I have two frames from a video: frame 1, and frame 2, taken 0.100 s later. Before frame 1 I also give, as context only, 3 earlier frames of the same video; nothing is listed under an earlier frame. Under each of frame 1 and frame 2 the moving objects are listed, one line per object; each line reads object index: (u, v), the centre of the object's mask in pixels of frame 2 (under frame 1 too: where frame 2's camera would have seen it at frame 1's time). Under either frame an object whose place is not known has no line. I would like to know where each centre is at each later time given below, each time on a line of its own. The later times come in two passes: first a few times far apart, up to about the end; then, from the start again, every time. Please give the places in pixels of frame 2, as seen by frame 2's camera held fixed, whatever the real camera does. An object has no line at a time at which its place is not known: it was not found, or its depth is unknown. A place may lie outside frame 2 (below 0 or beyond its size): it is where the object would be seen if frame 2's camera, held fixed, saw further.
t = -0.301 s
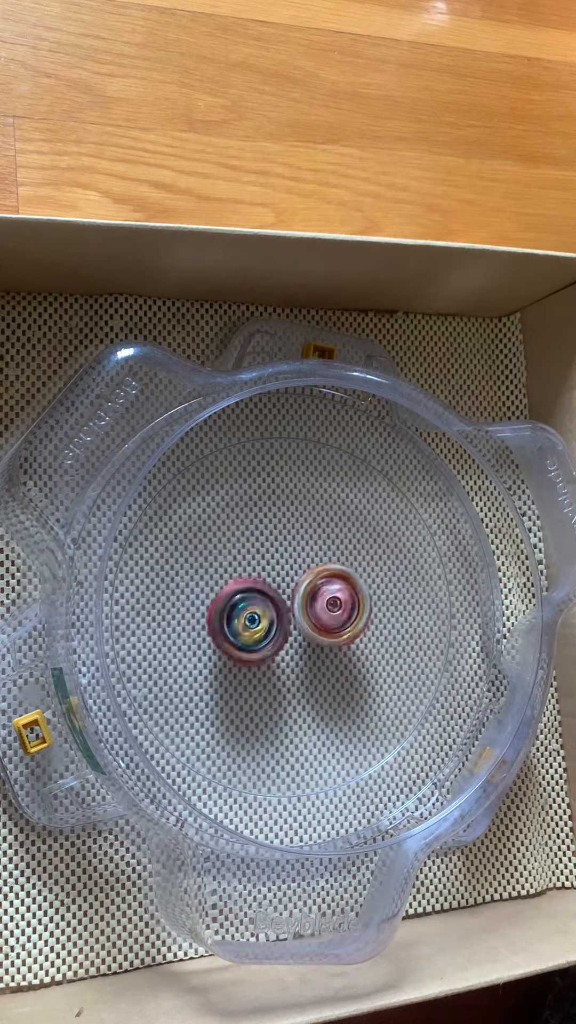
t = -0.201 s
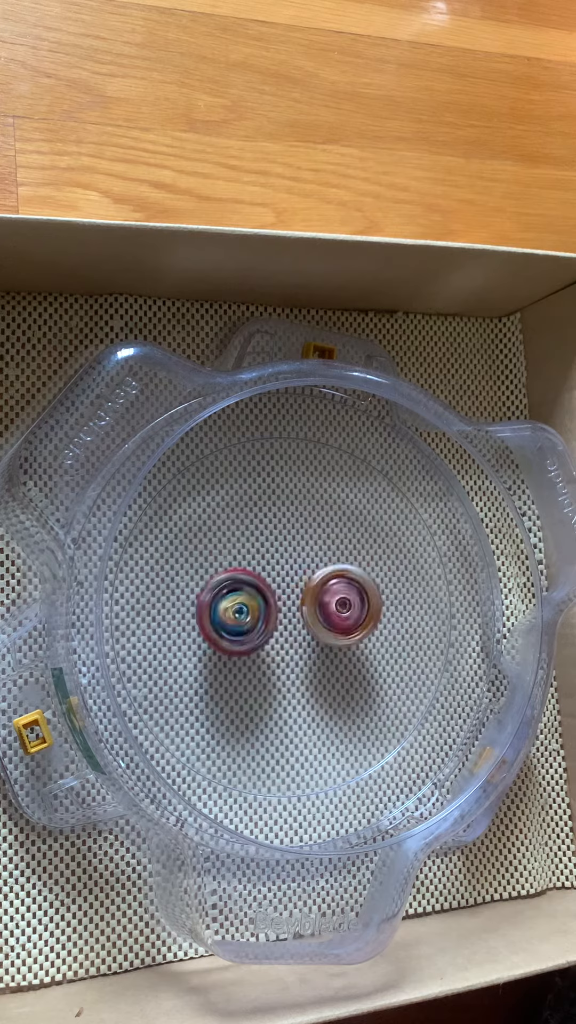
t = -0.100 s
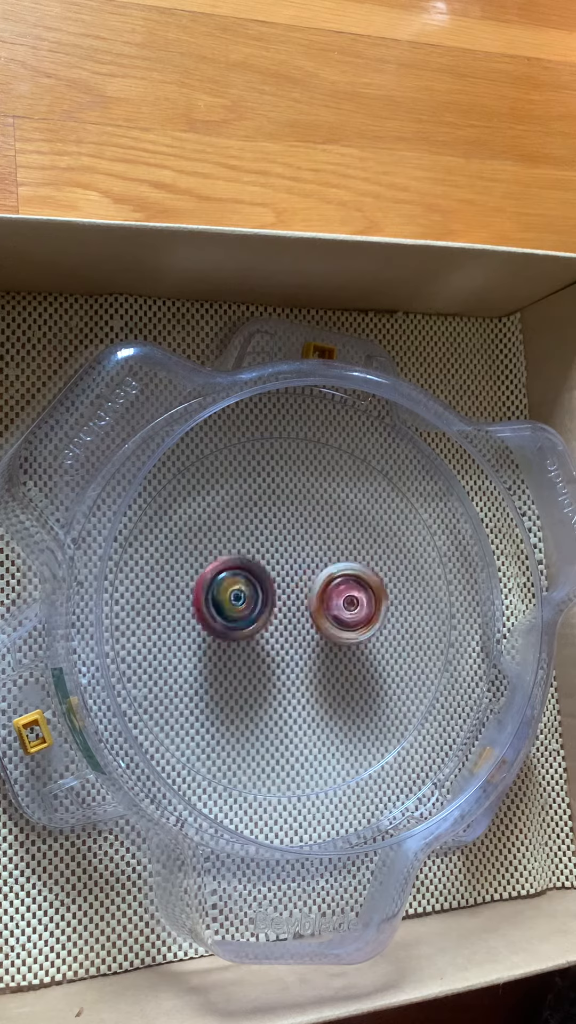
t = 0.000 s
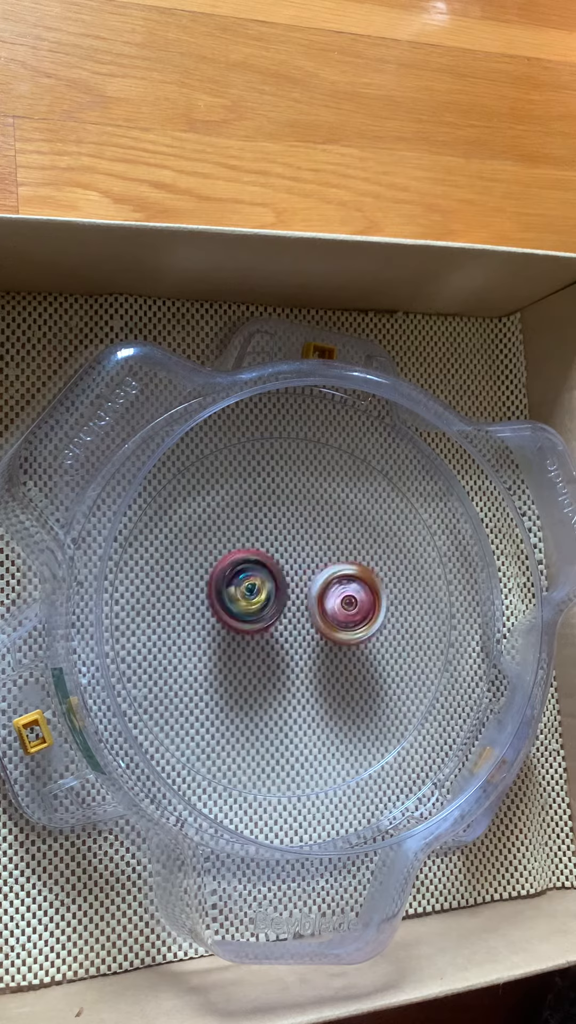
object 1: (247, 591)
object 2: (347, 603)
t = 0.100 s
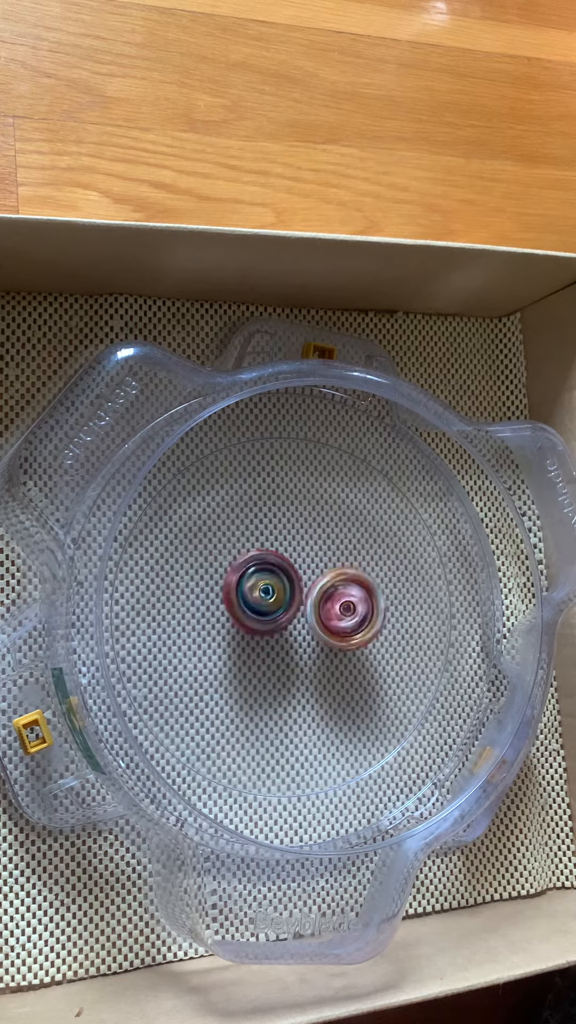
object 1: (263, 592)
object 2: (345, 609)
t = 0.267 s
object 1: (266, 598)
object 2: (351, 622)
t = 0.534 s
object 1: (264, 609)
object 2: (345, 639)
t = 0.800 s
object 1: (263, 608)
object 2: (340, 642)
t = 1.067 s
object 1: (261, 589)
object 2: (340, 631)
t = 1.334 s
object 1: (257, 564)
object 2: (355, 630)
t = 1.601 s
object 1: (265, 586)
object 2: (354, 632)
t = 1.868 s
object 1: (250, 606)
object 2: (345, 635)
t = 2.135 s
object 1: (259, 625)
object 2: (342, 619)
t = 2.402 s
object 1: (267, 625)
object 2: (352, 600)
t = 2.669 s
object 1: (280, 628)
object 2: (358, 596)
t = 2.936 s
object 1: (266, 621)
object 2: (346, 599)
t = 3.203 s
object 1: (248, 613)
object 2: (336, 598)
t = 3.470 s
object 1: (254, 603)
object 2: (336, 601)
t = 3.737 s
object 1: (237, 616)
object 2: (333, 608)
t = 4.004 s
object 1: (252, 626)
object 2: (324, 600)
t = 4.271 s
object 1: (257, 628)
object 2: (338, 585)
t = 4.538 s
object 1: (253, 621)
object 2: (332, 599)
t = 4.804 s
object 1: (255, 613)
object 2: (338, 613)
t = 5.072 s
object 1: (254, 596)
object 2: (330, 613)
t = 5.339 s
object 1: (234, 608)
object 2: (332, 610)
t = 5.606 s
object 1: (254, 619)
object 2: (333, 611)
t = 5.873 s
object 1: (251, 620)
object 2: (329, 595)
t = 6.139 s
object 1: (255, 624)
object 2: (329, 595)
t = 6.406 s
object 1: (256, 631)
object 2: (327, 614)
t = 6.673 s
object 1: (255, 643)
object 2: (324, 626)
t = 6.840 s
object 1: (255, 636)
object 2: (324, 625)
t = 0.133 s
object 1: (263, 593)
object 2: (347, 610)
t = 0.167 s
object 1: (265, 593)
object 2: (347, 613)
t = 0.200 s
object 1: (266, 595)
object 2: (348, 615)
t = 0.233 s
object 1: (267, 597)
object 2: (348, 618)
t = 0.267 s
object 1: (266, 598)
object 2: (351, 622)
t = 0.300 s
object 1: (265, 600)
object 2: (351, 624)
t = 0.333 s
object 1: (264, 601)
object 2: (352, 625)
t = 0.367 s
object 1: (263, 602)
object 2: (352, 628)
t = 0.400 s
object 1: (264, 604)
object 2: (351, 631)
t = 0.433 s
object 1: (264, 605)
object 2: (350, 633)
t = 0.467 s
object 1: (265, 606)
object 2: (348, 635)
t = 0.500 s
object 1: (266, 607)
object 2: (346, 636)
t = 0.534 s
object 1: (264, 609)
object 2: (345, 639)
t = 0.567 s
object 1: (264, 609)
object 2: (345, 639)
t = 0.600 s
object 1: (263, 610)
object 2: (344, 640)
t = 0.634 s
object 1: (263, 610)
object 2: (342, 640)
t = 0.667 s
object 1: (262, 610)
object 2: (341, 641)
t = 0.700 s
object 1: (262, 610)
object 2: (341, 642)
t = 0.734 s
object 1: (262, 609)
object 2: (341, 642)
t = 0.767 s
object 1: (261, 609)
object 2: (341, 642)
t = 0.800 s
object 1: (263, 608)
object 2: (340, 642)
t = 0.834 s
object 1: (262, 606)
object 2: (340, 642)
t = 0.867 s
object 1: (258, 605)
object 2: (341, 643)
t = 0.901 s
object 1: (258, 602)
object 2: (343, 641)
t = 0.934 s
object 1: (256, 599)
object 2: (345, 641)
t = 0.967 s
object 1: (257, 596)
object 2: (346, 640)
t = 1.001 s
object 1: (257, 593)
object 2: (345, 637)
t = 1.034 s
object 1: (258, 592)
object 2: (343, 635)
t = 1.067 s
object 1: (261, 589)
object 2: (340, 631)
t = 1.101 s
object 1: (263, 589)
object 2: (337, 629)
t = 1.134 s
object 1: (258, 584)
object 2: (343, 632)
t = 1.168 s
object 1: (254, 579)
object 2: (348, 634)
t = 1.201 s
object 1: (253, 574)
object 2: (351, 634)
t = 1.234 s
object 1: (253, 570)
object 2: (353, 634)
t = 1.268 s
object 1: (251, 567)
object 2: (355, 633)
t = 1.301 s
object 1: (255, 565)
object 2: (356, 632)
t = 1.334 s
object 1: (257, 564)
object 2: (355, 630)
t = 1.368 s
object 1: (259, 565)
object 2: (355, 629)
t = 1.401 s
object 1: (264, 567)
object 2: (354, 628)
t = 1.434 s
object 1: (266, 568)
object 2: (350, 624)
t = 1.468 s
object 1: (271, 574)
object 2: (347, 621)
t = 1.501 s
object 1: (275, 578)
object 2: (346, 621)
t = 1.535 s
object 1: (271, 582)
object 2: (350, 625)
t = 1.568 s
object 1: (268, 585)
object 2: (353, 631)
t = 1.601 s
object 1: (265, 586)
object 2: (354, 632)
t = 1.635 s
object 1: (259, 590)
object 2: (354, 632)
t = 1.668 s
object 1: (257, 592)
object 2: (354, 632)
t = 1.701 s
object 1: (254, 593)
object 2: (355, 632)
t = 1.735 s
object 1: (250, 597)
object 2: (355, 634)
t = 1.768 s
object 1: (250, 600)
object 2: (352, 636)
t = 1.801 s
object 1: (249, 600)
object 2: (349, 637)
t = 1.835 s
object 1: (249, 605)
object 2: (347, 636)
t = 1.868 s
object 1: (250, 606)
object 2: (345, 635)
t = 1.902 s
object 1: (251, 607)
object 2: (343, 634)
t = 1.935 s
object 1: (253, 610)
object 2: (341, 631)
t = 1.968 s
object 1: (257, 613)
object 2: (340, 629)
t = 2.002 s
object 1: (259, 613)
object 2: (339, 627)
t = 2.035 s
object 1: (261, 617)
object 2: (338, 626)
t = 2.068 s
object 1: (263, 621)
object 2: (339, 624)
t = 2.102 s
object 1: (261, 621)
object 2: (342, 622)
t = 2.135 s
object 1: (259, 625)
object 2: (342, 619)
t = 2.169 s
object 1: (259, 625)
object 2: (343, 616)
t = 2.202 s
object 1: (257, 626)
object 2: (344, 613)
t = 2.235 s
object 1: (257, 627)
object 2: (345, 610)
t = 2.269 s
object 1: (258, 628)
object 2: (346, 609)
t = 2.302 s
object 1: (259, 626)
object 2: (347, 607)
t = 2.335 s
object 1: (260, 627)
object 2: (347, 605)
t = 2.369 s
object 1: (264, 626)
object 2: (349, 602)
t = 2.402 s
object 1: (267, 625)
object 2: (352, 600)
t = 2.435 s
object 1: (270, 625)
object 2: (354, 599)
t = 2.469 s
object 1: (274, 625)
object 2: (354, 600)
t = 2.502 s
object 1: (276, 625)
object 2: (356, 599)
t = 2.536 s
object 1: (275, 626)
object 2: (357, 598)
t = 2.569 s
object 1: (277, 627)
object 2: (358, 597)
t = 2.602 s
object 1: (279, 627)
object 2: (358, 597)
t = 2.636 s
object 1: (279, 626)
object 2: (358, 596)
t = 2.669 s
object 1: (280, 628)
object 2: (358, 596)
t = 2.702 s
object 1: (278, 628)
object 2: (357, 597)
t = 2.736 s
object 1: (275, 627)
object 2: (356, 596)
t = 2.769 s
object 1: (274, 628)
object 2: (355, 596)
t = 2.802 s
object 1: (274, 626)
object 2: (351, 597)
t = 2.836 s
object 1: (269, 625)
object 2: (351, 598)
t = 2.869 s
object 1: (268, 625)
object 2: (351, 598)
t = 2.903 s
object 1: (267, 624)
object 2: (349, 598)
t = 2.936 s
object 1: (266, 621)
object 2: (346, 599)
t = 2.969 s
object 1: (259, 622)
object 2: (349, 599)
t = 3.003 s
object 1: (258, 622)
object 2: (348, 600)
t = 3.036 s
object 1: (256, 620)
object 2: (348, 599)
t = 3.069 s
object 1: (251, 618)
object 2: (347, 600)
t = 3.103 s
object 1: (251, 618)
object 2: (344, 599)
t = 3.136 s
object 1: (249, 615)
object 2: (341, 599)
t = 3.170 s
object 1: (248, 614)
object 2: (340, 599)
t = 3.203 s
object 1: (248, 613)
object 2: (336, 598)
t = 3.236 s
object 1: (251, 610)
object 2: (334, 597)
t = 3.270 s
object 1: (249, 607)
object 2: (334, 597)
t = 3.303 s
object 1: (250, 608)
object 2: (335, 597)
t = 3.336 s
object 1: (253, 605)
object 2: (333, 598)
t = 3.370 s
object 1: (250, 603)
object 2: (336, 600)
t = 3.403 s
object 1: (250, 605)
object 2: (336, 600)
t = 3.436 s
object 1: (252, 604)
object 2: (337, 600)
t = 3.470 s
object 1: (254, 603)
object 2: (336, 601)
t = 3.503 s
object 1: (254, 604)
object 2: (335, 601)
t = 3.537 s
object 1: (257, 605)
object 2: (332, 600)
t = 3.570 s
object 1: (259, 605)
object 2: (333, 599)
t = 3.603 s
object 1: (256, 606)
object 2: (331, 601)
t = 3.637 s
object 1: (250, 609)
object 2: (332, 604)
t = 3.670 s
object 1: (246, 612)
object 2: (328, 606)
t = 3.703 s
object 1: (241, 614)
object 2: (330, 607)
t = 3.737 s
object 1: (237, 616)
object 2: (333, 608)
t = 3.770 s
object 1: (234, 619)
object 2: (333, 610)
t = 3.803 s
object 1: (233, 621)
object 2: (331, 610)
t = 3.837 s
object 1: (234, 622)
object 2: (327, 610)
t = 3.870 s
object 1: (236, 625)
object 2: (323, 607)
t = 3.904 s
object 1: (239, 626)
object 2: (323, 603)
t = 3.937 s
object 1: (243, 626)
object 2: (323, 600)
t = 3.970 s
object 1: (249, 627)
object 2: (325, 599)
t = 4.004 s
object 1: (252, 626)
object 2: (324, 600)
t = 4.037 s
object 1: (252, 629)
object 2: (328, 596)
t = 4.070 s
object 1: (253, 632)
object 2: (331, 596)
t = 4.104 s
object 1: (256, 633)
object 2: (331, 593)
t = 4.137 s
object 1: (260, 631)
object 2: (331, 588)
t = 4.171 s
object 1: (260, 629)
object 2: (334, 585)
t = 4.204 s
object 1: (257, 630)
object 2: (337, 583)
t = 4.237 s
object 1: (257, 629)
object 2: (339, 582)
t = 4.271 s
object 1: (257, 628)
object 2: (338, 585)
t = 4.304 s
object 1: (256, 625)
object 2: (333, 586)
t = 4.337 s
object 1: (254, 624)
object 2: (331, 586)
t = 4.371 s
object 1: (253, 623)
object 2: (330, 586)
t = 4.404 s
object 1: (254, 625)
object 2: (331, 589)
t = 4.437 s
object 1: (254, 624)
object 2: (331, 593)
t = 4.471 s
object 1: (254, 623)
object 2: (331, 596)
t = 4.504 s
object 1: (254, 621)
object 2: (331, 598)
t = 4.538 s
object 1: (253, 621)
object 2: (332, 599)
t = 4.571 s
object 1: (253, 621)
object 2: (335, 601)
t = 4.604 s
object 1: (255, 619)
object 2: (335, 604)
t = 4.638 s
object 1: (253, 617)
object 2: (336, 608)
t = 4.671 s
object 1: (251, 618)
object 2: (336, 613)
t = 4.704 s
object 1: (251, 620)
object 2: (335, 614)
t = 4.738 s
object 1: (253, 619)
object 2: (334, 614)
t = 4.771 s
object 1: (254, 616)
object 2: (335, 612)
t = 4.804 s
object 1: (255, 613)
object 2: (338, 613)
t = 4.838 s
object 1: (254, 609)
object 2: (340, 616)
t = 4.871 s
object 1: (253, 605)
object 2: (339, 617)
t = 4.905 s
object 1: (251, 603)
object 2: (336, 616)
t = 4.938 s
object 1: (252, 603)
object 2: (334, 613)
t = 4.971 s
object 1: (255, 602)
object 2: (333, 612)
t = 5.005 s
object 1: (254, 600)
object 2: (334, 612)
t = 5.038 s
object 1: (253, 599)
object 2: (332, 612)
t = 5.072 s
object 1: (254, 596)
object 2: (330, 613)
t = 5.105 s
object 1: (254, 593)
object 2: (327, 611)
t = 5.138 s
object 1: (246, 591)
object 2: (332, 610)
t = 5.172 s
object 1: (240, 592)
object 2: (335, 613)
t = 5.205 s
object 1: (235, 595)
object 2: (335, 616)
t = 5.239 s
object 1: (233, 599)
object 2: (334, 618)
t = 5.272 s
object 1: (232, 603)
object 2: (333, 616)
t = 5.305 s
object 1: (233, 606)
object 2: (332, 613)
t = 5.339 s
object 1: (234, 608)
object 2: (332, 610)
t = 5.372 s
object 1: (235, 611)
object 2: (332, 607)
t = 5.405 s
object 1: (237, 612)
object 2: (333, 606)
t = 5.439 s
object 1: (241, 615)
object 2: (332, 607)
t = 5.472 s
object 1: (247, 614)
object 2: (331, 608)
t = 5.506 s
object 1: (252, 614)
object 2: (329, 607)
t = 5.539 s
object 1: (252, 613)
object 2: (329, 607)
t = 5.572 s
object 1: (251, 615)
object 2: (332, 610)
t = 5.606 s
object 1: (254, 619)
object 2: (333, 611)
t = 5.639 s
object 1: (254, 619)
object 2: (333, 611)
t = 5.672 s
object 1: (254, 619)
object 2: (334, 611)
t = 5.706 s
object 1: (252, 618)
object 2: (333, 610)
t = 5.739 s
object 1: (250, 619)
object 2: (333, 606)
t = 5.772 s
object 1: (249, 620)
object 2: (333, 604)
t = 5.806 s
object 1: (249, 620)
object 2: (331, 601)
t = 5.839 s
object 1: (249, 620)
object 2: (329, 597)
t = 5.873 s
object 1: (251, 620)
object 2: (329, 595)
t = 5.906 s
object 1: (254, 620)
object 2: (327, 595)
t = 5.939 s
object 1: (256, 620)
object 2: (326, 596)
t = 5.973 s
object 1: (255, 620)
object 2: (326, 595)
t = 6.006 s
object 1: (255, 621)
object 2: (326, 594)
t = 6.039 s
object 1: (255, 622)
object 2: (327, 595)
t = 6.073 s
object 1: (252, 623)
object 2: (328, 595)
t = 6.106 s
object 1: (252, 623)
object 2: (328, 595)
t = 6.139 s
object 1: (255, 624)
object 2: (329, 595)
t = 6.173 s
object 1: (258, 623)
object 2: (327, 595)
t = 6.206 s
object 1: (260, 621)
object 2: (325, 594)
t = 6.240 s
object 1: (260, 620)
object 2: (325, 593)
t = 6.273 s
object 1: (259, 620)
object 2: (327, 595)
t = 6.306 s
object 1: (258, 621)
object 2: (327, 598)
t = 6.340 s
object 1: (258, 624)
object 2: (326, 602)
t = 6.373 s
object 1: (256, 627)
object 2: (328, 608)
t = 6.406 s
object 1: (256, 631)
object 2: (327, 614)
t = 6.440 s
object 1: (256, 633)
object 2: (325, 621)
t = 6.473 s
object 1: (255, 635)
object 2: (324, 628)
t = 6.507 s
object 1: (255, 635)
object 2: (324, 633)
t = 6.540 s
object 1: (255, 636)
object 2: (325, 636)
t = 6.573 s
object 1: (255, 638)
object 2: (325, 636)
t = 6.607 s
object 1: (255, 640)
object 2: (325, 634)
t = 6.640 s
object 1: (255, 642)
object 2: (324, 631)
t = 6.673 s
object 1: (255, 643)
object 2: (324, 626)
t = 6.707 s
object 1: (255, 644)
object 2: (325, 623)
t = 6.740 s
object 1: (255, 643)
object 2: (325, 621)
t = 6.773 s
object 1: (255, 641)
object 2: (326, 621)
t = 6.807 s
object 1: (255, 639)
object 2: (325, 622)
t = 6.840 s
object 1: (255, 636)
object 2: (324, 625)
